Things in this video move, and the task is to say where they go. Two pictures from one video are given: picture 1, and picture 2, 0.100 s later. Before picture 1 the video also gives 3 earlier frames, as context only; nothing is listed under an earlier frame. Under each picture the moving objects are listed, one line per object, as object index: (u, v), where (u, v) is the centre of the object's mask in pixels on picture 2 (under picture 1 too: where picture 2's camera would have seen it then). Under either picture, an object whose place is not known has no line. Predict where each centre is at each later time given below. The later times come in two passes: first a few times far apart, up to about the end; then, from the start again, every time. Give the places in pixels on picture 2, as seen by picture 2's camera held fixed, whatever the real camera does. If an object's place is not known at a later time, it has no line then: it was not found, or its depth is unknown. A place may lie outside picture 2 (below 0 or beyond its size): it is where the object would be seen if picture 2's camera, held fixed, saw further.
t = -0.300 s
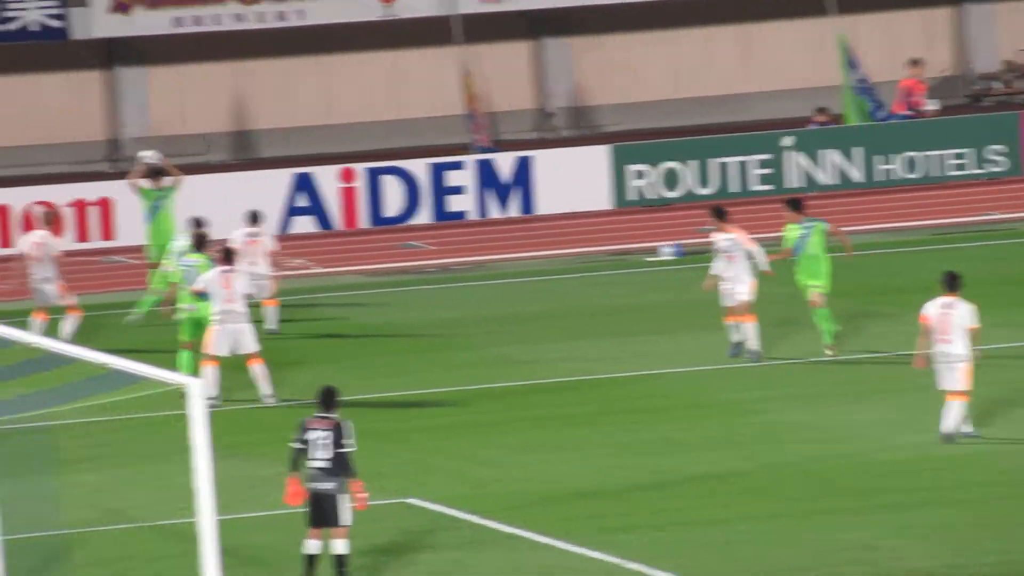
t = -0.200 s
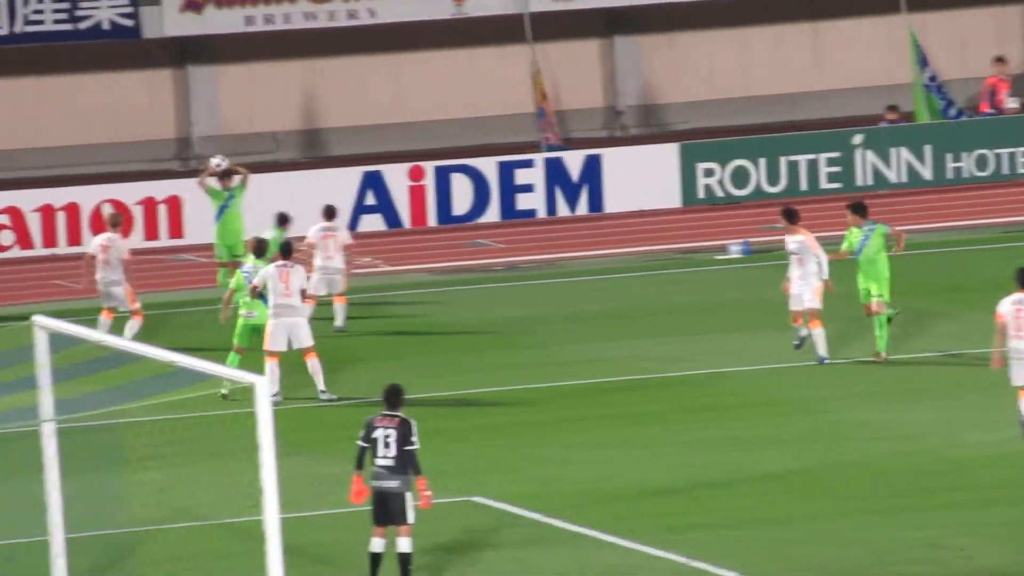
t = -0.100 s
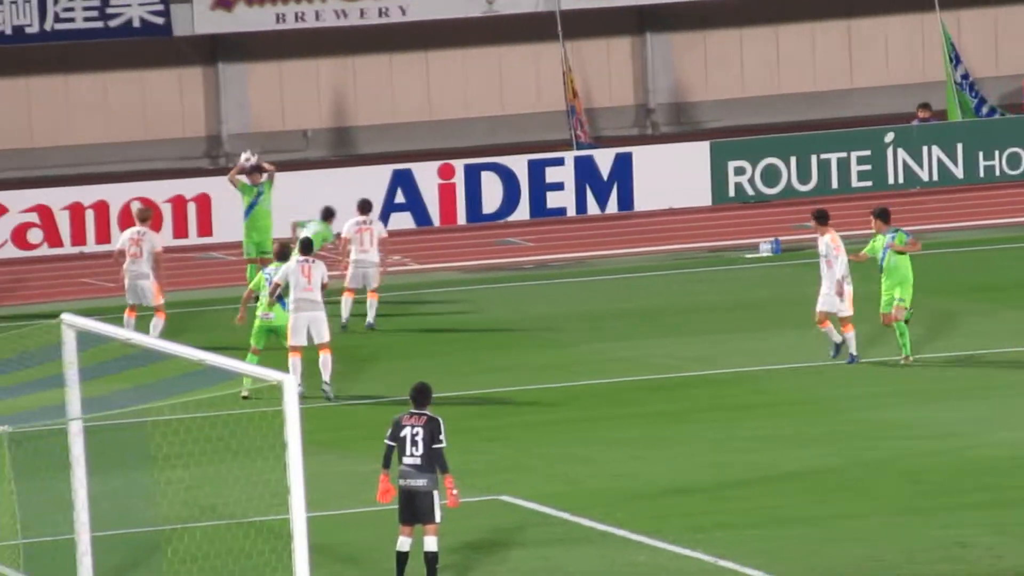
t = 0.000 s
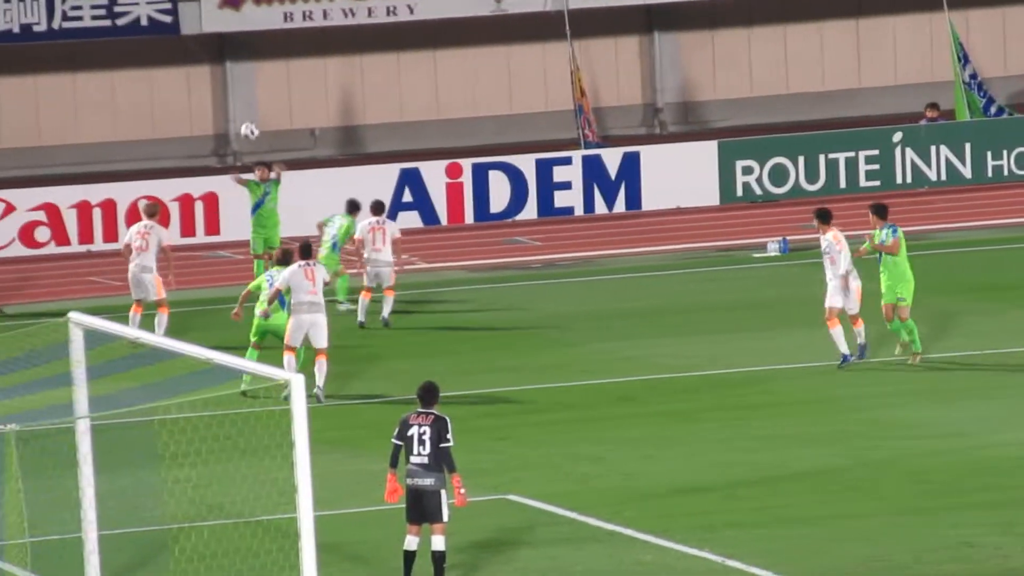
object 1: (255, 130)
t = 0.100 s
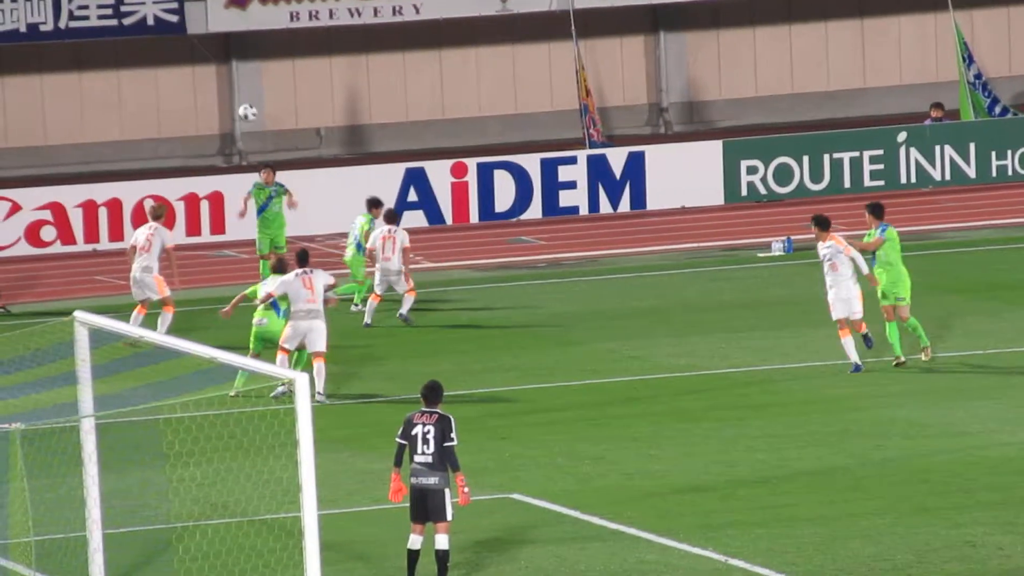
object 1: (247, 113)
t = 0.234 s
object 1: (237, 103)
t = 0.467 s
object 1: (223, 124)
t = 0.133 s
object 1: (245, 109)
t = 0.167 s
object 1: (242, 106)
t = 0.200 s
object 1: (240, 104)
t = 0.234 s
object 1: (237, 103)
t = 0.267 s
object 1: (234, 103)
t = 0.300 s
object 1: (232, 104)
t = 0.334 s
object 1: (230, 106)
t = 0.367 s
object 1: (228, 109)
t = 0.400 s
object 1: (226, 113)
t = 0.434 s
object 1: (225, 118)
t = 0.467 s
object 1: (223, 124)
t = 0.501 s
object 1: (220, 131)
